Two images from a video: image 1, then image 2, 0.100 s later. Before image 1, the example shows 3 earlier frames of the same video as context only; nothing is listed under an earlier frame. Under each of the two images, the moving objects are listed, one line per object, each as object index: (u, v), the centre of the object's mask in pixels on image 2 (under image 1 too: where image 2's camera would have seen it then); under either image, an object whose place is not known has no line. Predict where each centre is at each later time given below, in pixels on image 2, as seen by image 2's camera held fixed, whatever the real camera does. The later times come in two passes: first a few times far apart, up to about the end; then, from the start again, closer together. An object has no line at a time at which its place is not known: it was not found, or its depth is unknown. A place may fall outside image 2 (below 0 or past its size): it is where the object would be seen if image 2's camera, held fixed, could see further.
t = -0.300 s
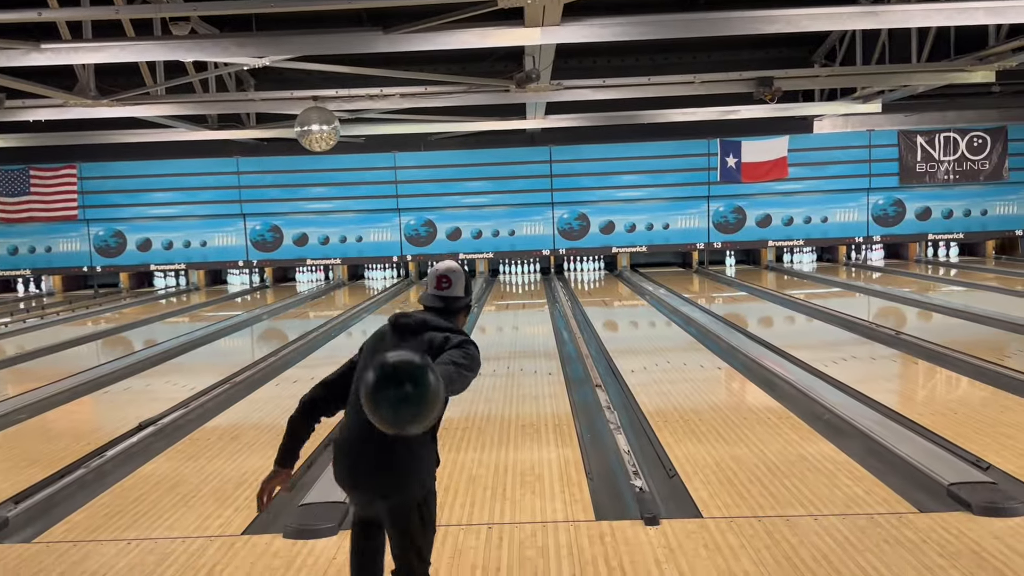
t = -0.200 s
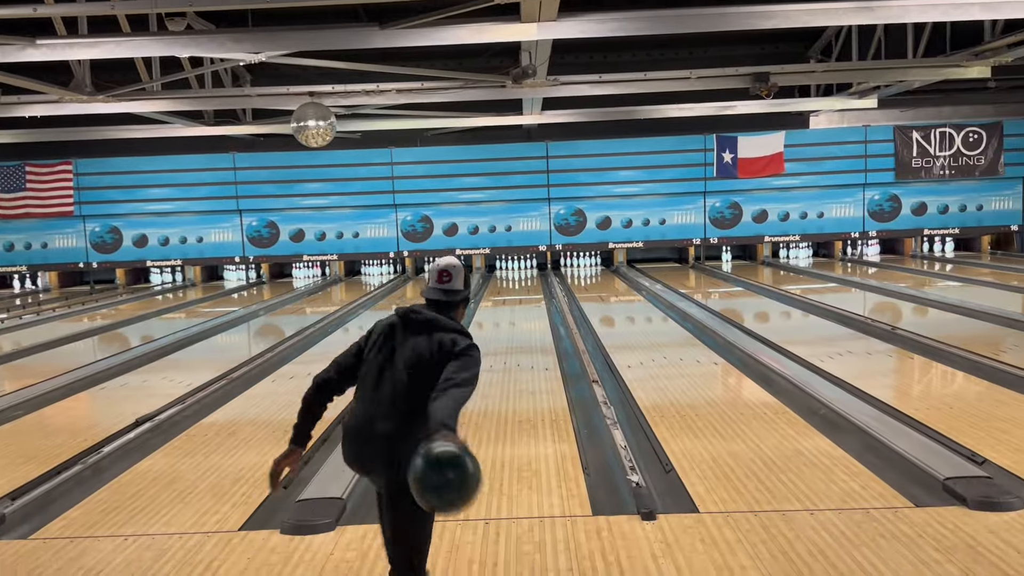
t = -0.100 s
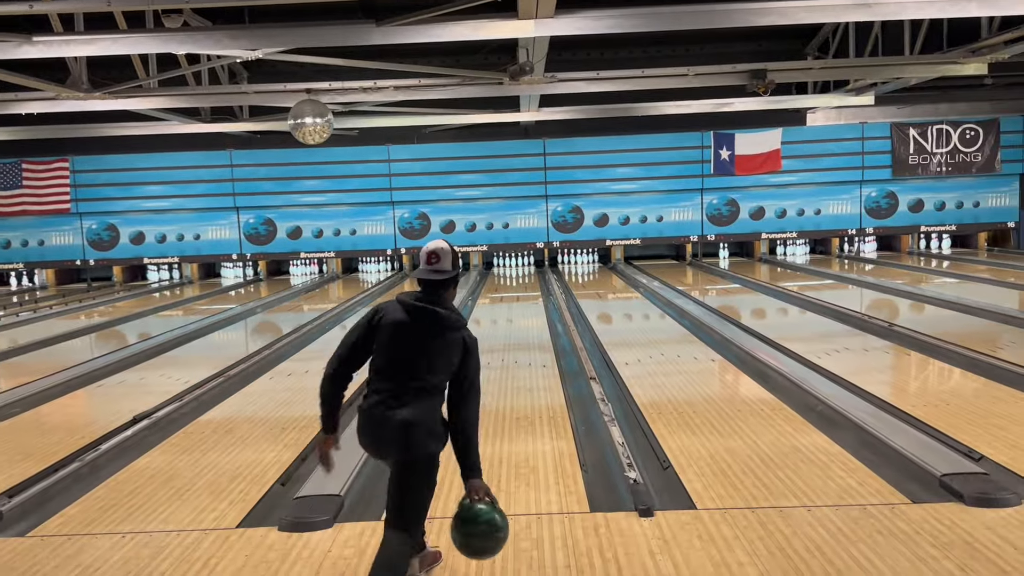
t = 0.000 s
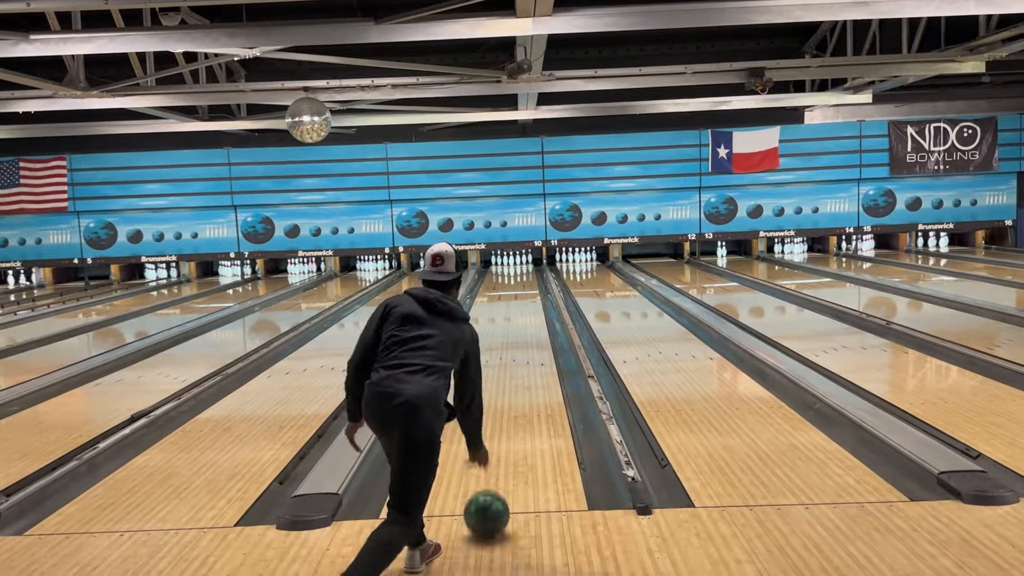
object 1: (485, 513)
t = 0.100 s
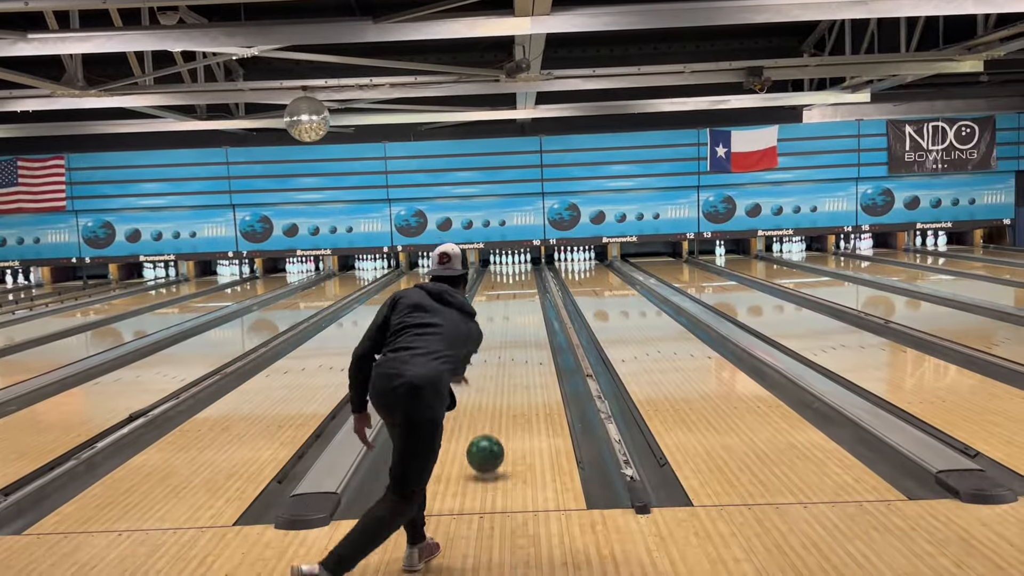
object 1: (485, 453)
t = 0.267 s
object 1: (486, 402)
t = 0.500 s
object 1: (486, 355)
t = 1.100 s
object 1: (484, 299)
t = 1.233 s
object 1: (485, 292)
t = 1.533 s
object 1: (485, 279)
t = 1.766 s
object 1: (486, 272)
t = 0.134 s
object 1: (485, 442)
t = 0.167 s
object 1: (486, 433)
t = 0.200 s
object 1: (486, 422)
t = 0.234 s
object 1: (486, 412)
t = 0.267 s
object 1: (486, 402)
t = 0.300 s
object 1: (486, 394)
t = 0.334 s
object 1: (486, 386)
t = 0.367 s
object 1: (486, 379)
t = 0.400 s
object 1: (486, 372)
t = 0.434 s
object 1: (486, 366)
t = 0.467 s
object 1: (486, 360)
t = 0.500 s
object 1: (486, 355)
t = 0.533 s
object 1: (488, 353)
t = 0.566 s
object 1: (489, 351)
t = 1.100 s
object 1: (484, 299)
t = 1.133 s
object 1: (485, 297)
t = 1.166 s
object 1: (485, 295)
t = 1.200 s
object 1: (485, 293)
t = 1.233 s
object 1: (485, 292)
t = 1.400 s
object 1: (486, 284)
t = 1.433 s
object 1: (486, 283)
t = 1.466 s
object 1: (486, 281)
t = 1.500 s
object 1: (486, 281)
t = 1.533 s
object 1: (485, 279)
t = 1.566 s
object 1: (485, 278)
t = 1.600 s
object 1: (486, 276)
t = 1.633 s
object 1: (485, 276)
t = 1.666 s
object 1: (485, 275)
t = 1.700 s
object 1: (486, 274)
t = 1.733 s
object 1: (486, 272)
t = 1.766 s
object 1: (486, 272)
